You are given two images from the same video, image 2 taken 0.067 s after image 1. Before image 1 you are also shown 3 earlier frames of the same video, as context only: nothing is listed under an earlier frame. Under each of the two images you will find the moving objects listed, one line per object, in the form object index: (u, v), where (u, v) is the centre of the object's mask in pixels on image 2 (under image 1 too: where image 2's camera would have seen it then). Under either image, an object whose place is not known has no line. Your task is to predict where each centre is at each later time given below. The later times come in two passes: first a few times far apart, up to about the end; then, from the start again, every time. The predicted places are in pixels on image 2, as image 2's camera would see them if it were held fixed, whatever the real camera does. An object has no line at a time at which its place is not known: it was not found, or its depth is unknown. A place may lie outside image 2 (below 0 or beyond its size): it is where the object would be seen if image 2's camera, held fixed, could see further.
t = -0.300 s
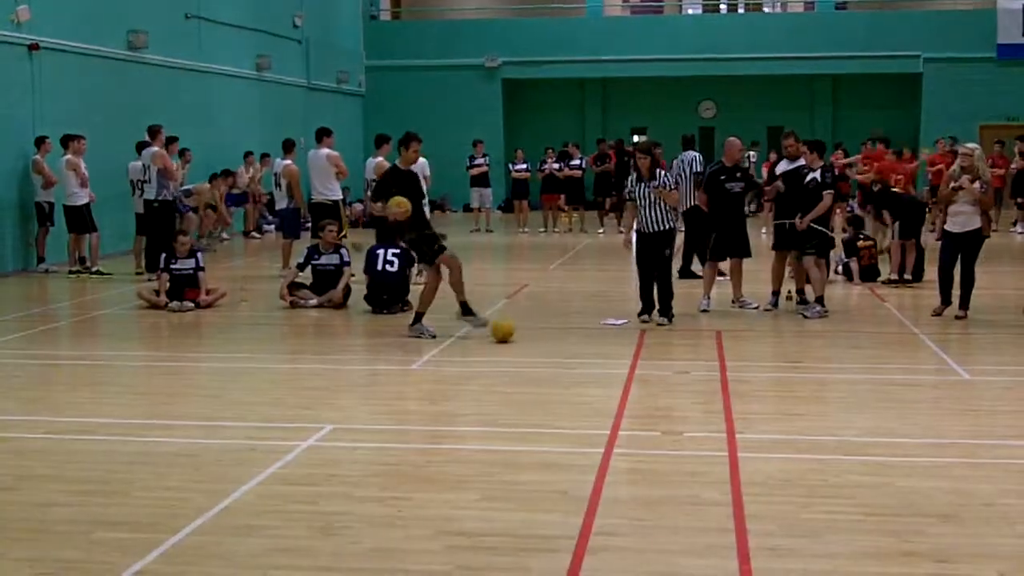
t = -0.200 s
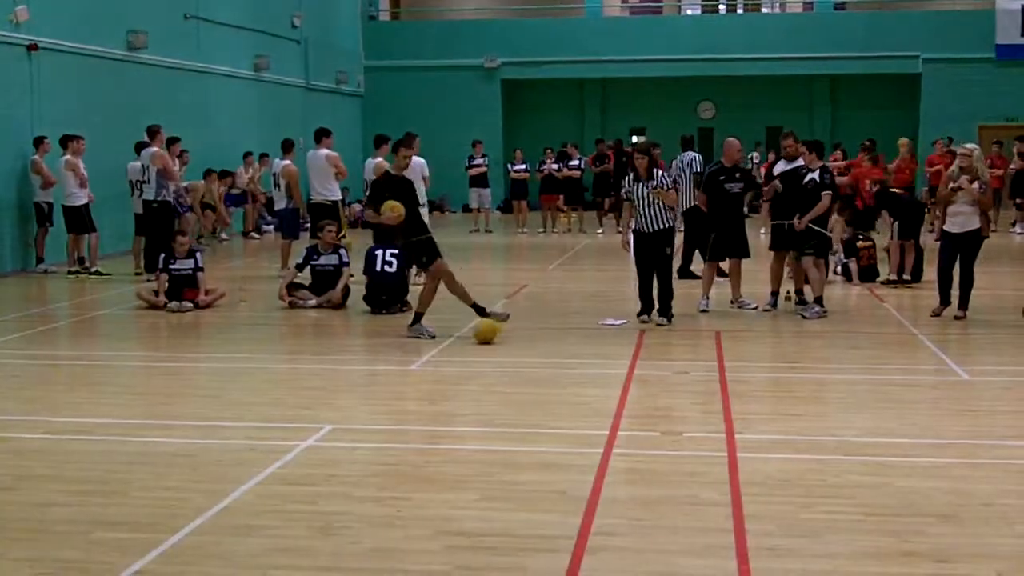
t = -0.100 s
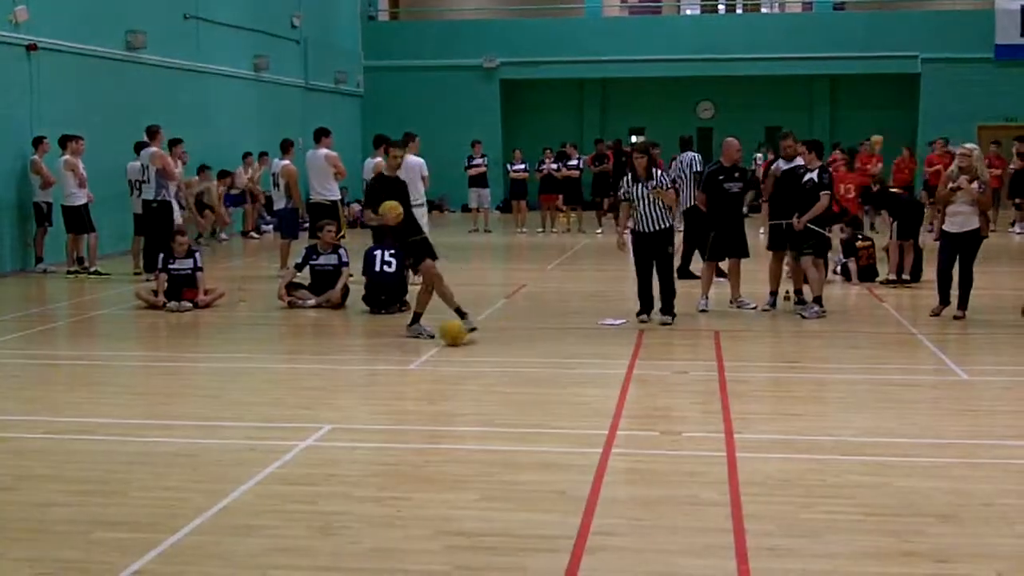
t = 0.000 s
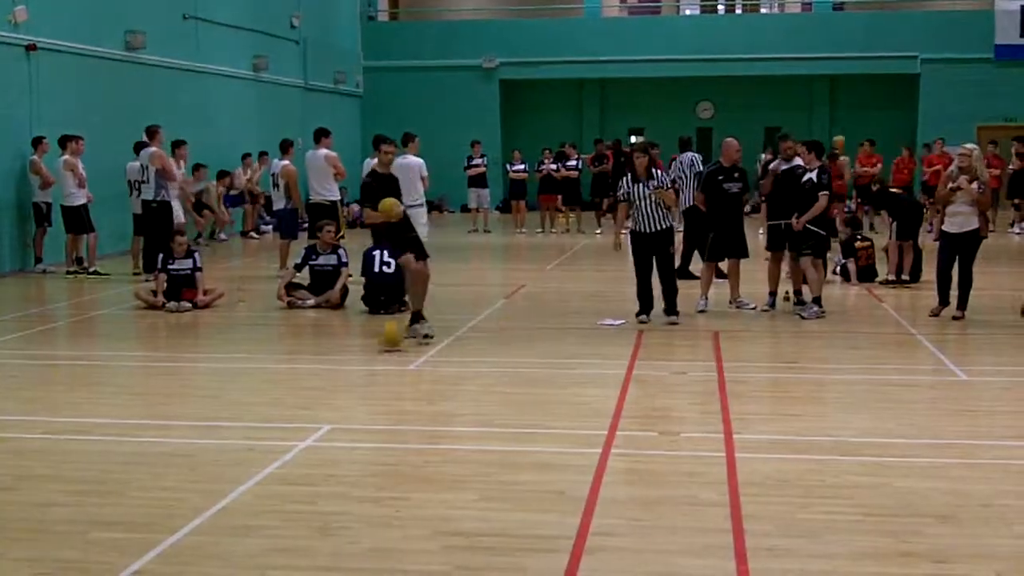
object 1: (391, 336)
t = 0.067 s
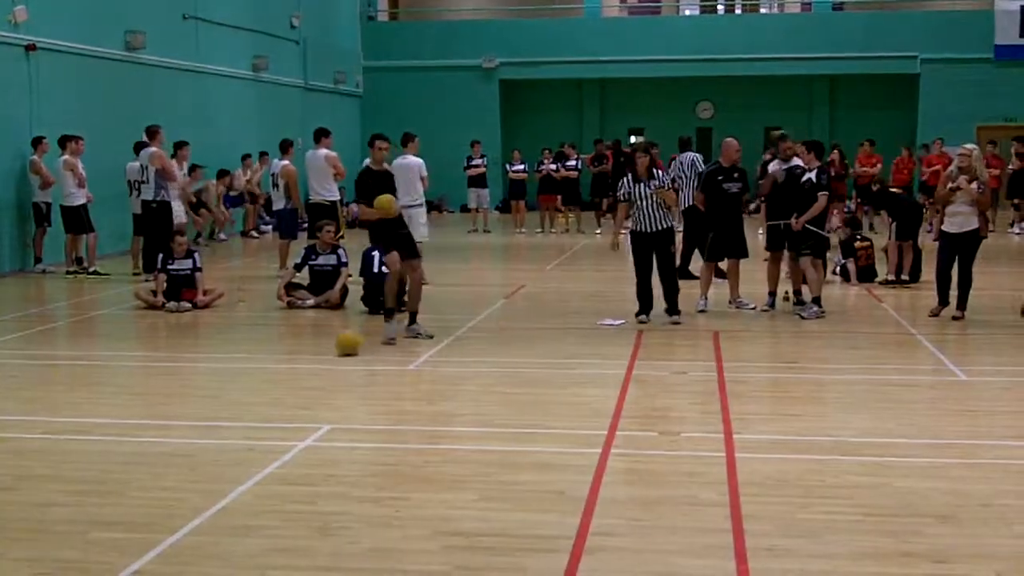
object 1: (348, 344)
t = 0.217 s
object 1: (260, 350)
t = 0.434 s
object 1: (142, 359)
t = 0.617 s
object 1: (54, 367)
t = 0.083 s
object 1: (338, 343)
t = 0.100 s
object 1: (330, 343)
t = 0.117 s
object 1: (319, 344)
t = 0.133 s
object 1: (308, 345)
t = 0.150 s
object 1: (299, 345)
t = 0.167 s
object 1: (289, 346)
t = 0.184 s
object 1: (280, 347)
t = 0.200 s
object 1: (268, 349)
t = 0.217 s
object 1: (260, 350)
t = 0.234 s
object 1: (250, 350)
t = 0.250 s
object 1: (240, 351)
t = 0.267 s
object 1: (232, 351)
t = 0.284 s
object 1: (223, 353)
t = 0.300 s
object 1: (215, 354)
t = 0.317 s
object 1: (205, 354)
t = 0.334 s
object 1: (196, 356)
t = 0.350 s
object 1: (188, 355)
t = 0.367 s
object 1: (177, 357)
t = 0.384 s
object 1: (169, 358)
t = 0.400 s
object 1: (161, 359)
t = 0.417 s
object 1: (151, 359)
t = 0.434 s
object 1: (142, 359)
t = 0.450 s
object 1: (135, 360)
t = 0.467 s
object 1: (126, 360)
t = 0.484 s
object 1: (117, 360)
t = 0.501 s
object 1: (110, 361)
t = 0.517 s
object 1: (103, 361)
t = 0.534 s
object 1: (95, 361)
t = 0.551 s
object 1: (87, 362)
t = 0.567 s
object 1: (79, 364)
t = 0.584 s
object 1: (71, 364)
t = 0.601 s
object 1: (63, 365)
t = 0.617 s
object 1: (54, 367)
